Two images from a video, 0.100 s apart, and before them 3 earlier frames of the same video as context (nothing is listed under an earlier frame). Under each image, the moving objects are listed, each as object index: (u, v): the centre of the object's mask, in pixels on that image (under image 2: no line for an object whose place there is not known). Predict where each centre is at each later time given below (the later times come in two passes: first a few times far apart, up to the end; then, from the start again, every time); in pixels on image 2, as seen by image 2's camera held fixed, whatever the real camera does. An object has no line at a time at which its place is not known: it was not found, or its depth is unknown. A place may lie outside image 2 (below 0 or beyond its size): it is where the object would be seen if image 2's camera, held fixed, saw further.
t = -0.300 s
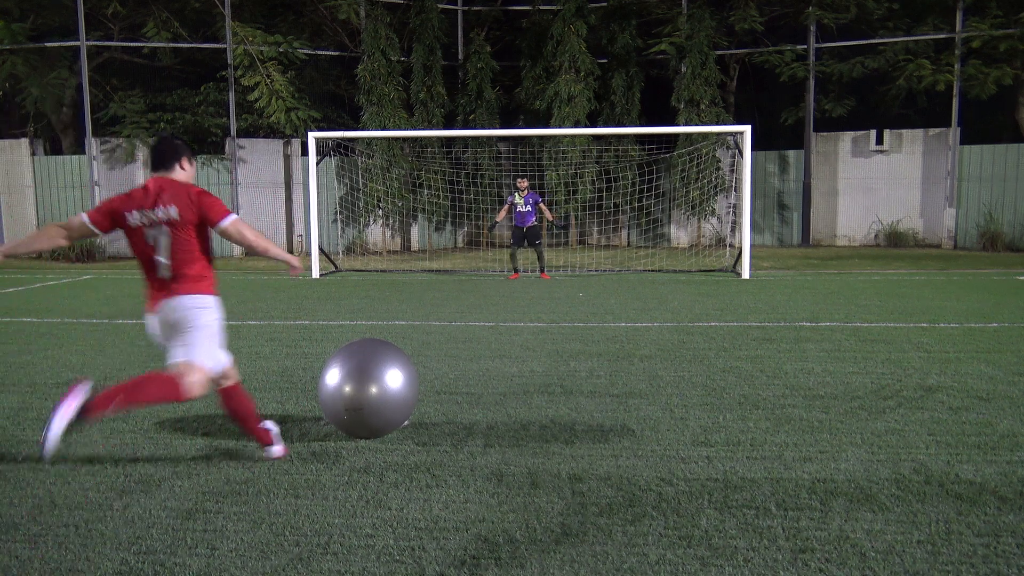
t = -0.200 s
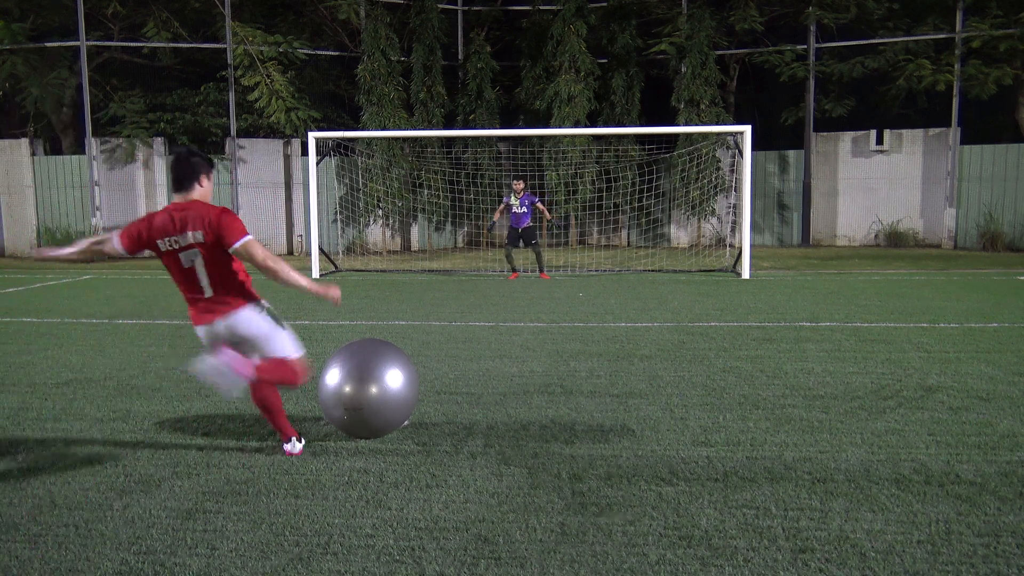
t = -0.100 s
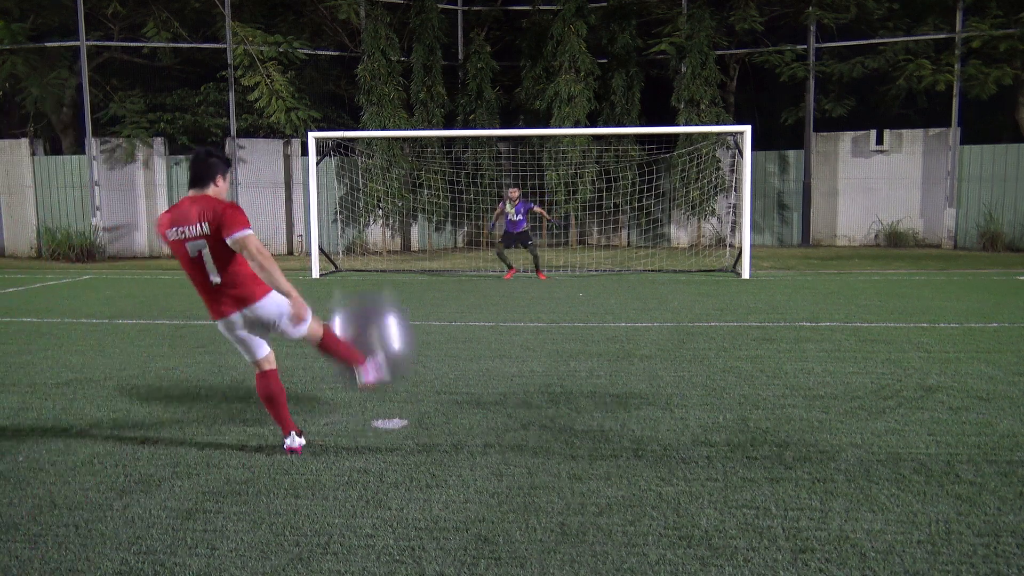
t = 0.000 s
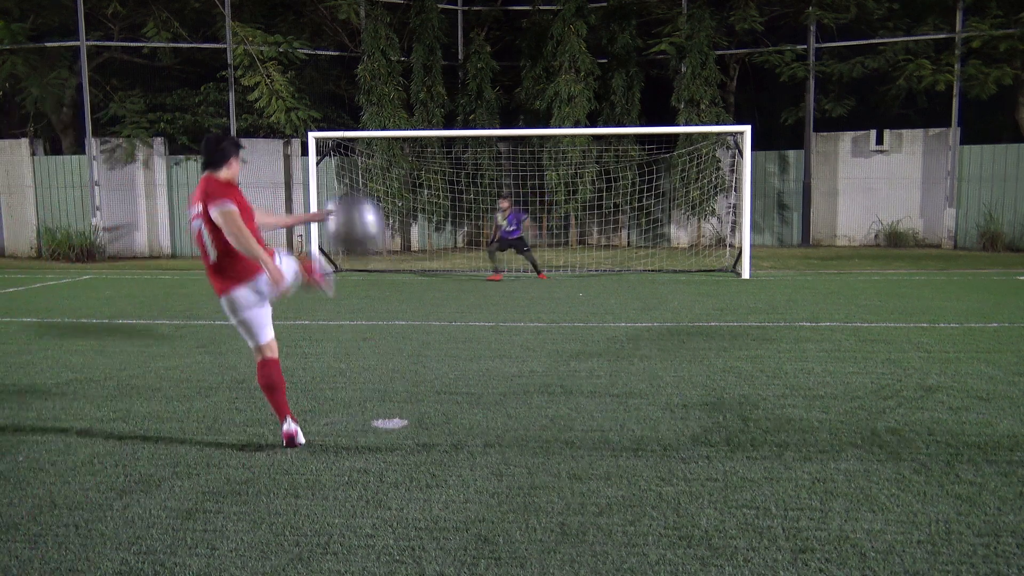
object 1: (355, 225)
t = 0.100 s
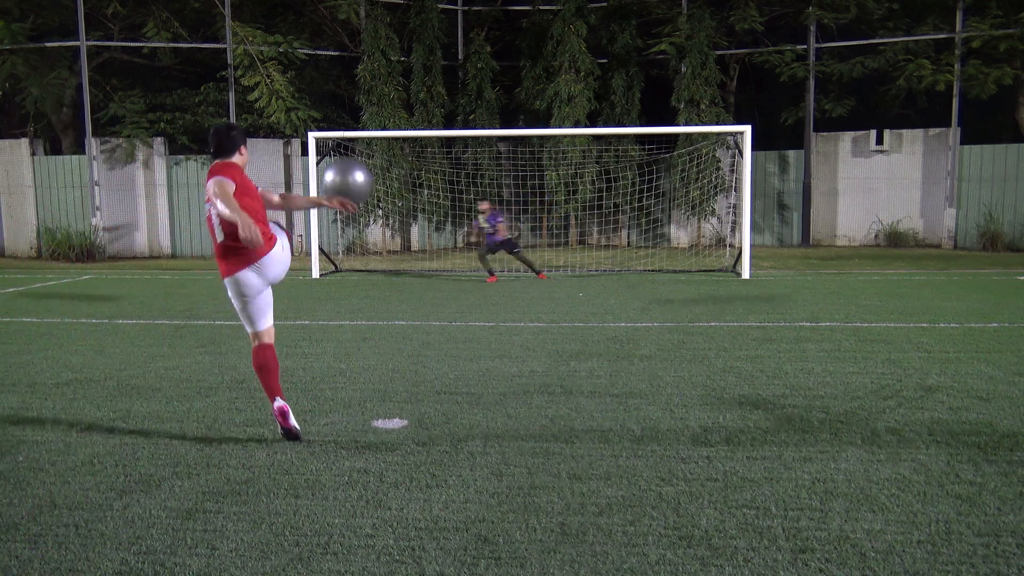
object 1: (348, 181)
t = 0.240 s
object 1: (346, 178)
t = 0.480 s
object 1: (355, 206)
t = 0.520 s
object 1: (357, 209)
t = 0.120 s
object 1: (347, 176)
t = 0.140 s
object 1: (346, 175)
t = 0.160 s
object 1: (345, 175)
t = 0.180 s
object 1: (345, 175)
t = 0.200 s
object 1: (345, 175)
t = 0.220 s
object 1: (345, 176)
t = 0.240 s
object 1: (346, 178)
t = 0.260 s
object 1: (346, 180)
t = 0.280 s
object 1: (346, 182)
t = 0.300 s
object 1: (347, 185)
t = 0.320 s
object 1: (347, 188)
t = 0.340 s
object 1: (349, 192)
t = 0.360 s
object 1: (349, 195)
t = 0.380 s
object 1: (351, 198)
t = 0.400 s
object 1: (351, 202)
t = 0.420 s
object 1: (353, 204)
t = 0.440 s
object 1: (354, 205)
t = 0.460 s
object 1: (355, 206)
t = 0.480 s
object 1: (355, 206)
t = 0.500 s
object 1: (356, 207)
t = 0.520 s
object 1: (357, 209)
